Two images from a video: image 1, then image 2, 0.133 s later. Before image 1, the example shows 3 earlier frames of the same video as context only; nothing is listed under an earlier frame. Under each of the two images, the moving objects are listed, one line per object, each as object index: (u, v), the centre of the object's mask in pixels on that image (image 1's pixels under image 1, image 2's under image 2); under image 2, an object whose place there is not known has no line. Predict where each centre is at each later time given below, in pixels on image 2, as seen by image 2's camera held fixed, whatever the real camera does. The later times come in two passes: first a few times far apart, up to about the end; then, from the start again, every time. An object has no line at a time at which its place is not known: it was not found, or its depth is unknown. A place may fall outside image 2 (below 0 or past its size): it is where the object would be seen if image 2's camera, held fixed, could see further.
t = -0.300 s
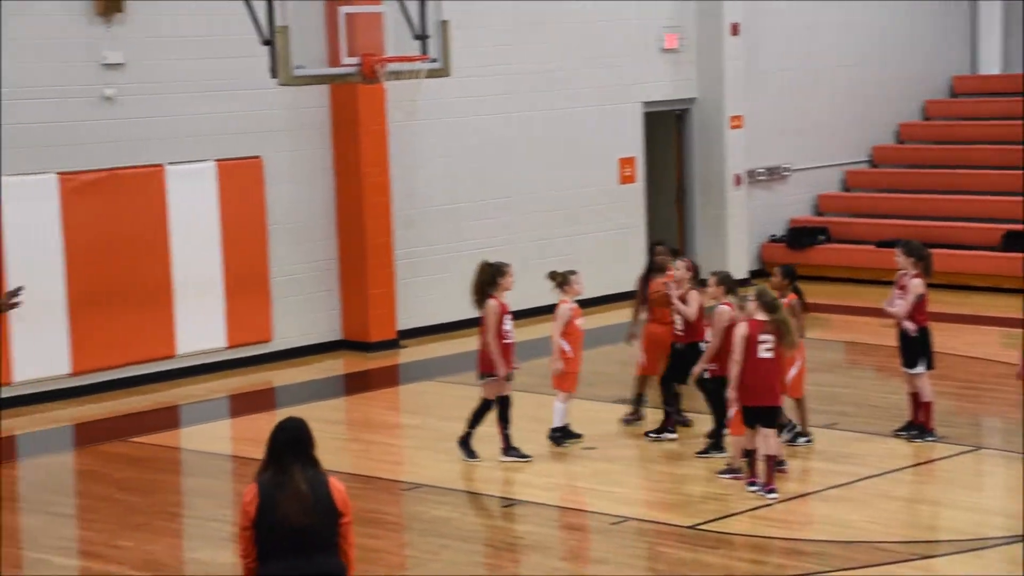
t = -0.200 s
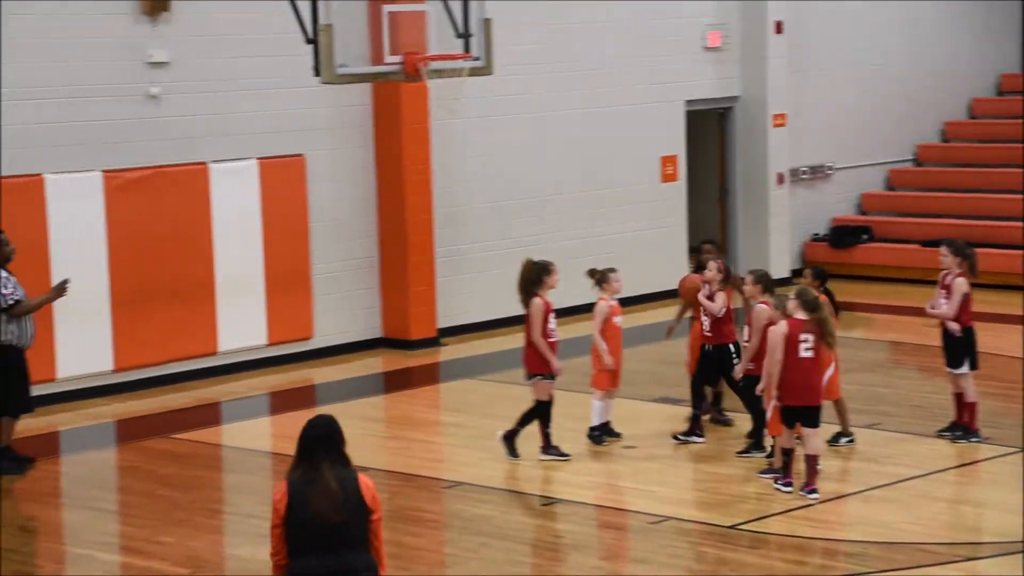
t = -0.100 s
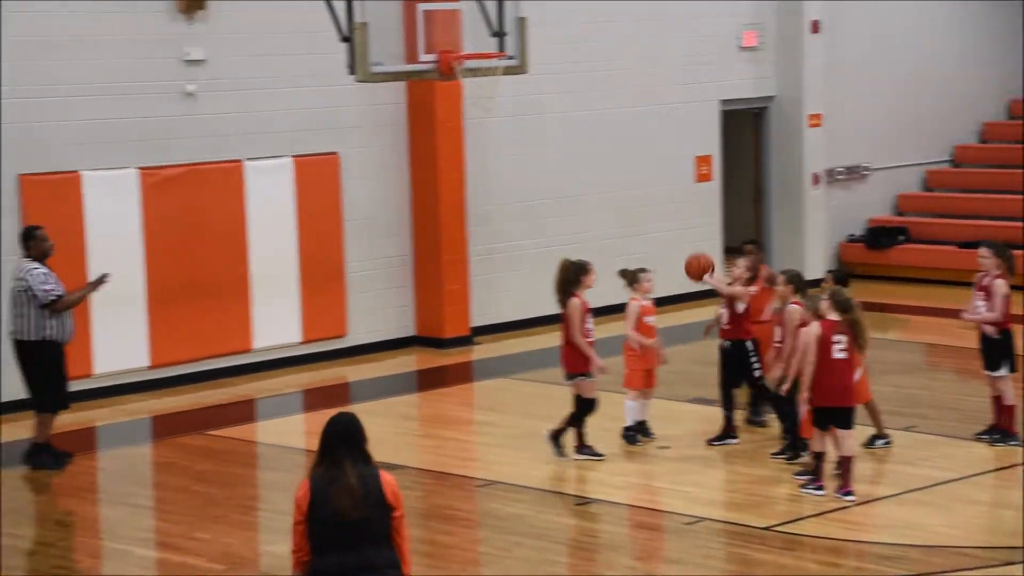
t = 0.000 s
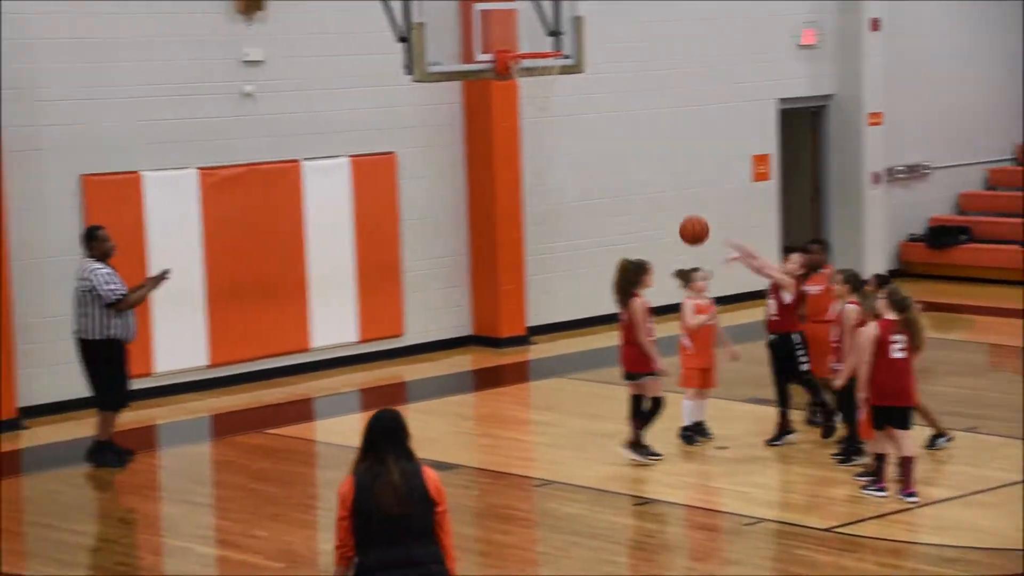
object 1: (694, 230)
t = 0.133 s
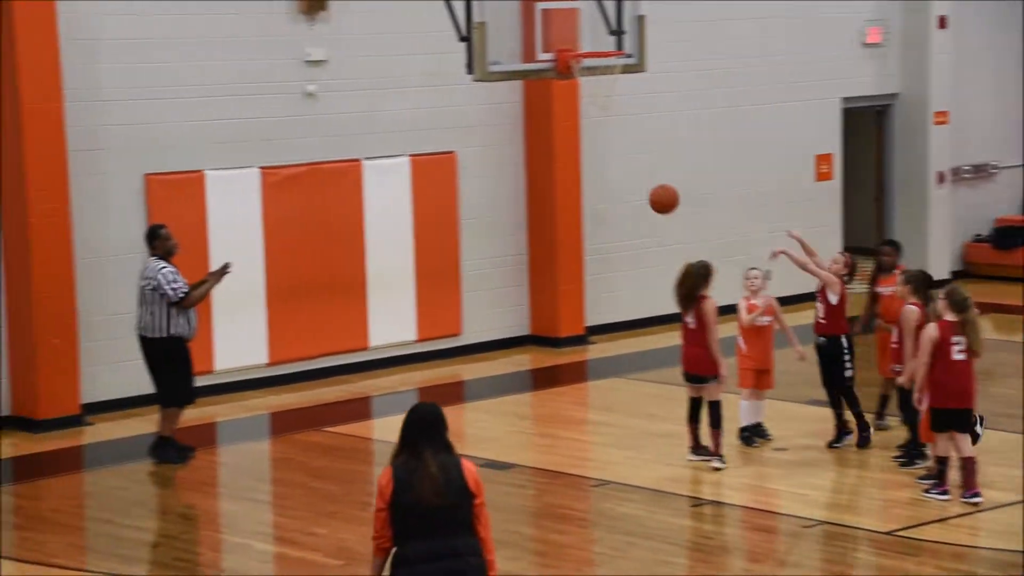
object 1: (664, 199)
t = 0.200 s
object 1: (618, 192)
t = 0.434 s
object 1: (462, 211)
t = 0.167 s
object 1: (641, 195)
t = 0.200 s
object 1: (618, 192)
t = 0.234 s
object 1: (596, 190)
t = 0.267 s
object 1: (574, 191)
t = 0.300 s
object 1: (551, 191)
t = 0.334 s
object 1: (528, 193)
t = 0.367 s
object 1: (506, 198)
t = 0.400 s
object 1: (484, 204)
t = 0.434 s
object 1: (462, 211)
